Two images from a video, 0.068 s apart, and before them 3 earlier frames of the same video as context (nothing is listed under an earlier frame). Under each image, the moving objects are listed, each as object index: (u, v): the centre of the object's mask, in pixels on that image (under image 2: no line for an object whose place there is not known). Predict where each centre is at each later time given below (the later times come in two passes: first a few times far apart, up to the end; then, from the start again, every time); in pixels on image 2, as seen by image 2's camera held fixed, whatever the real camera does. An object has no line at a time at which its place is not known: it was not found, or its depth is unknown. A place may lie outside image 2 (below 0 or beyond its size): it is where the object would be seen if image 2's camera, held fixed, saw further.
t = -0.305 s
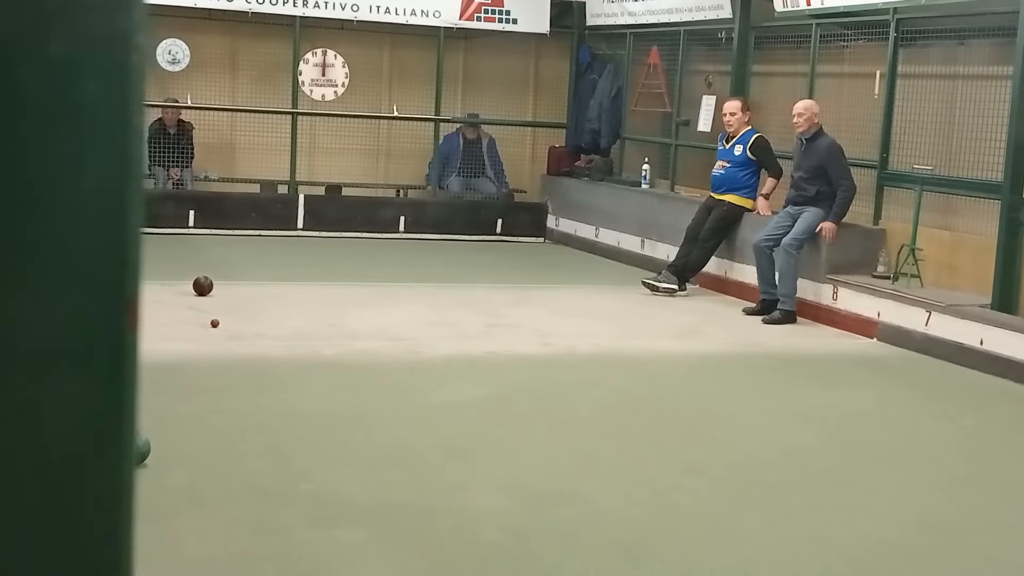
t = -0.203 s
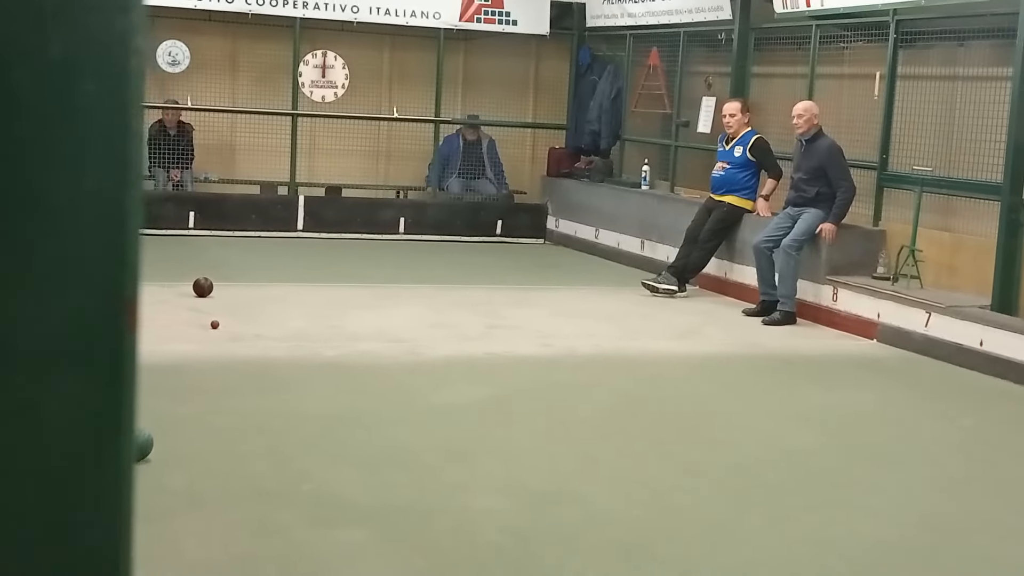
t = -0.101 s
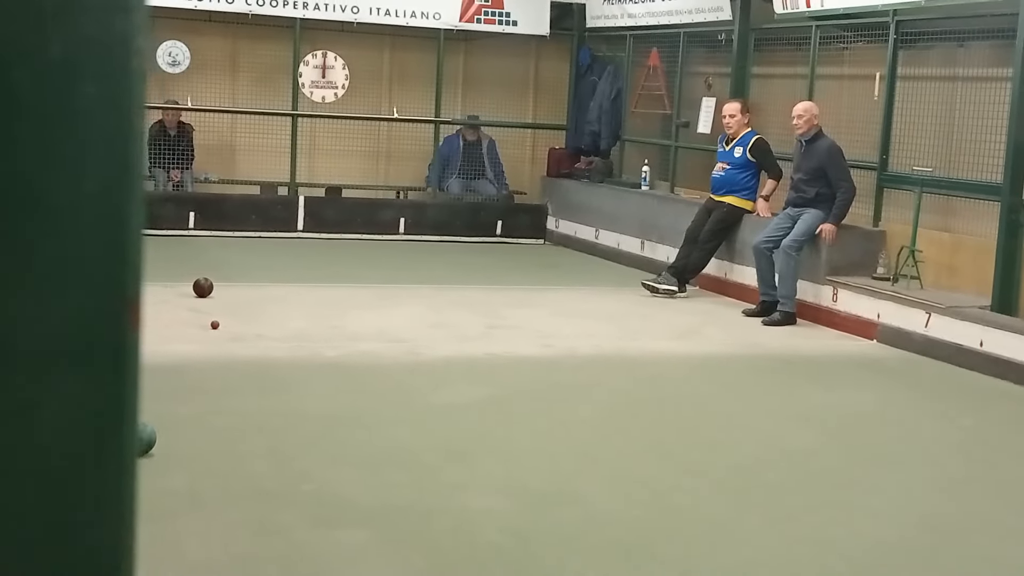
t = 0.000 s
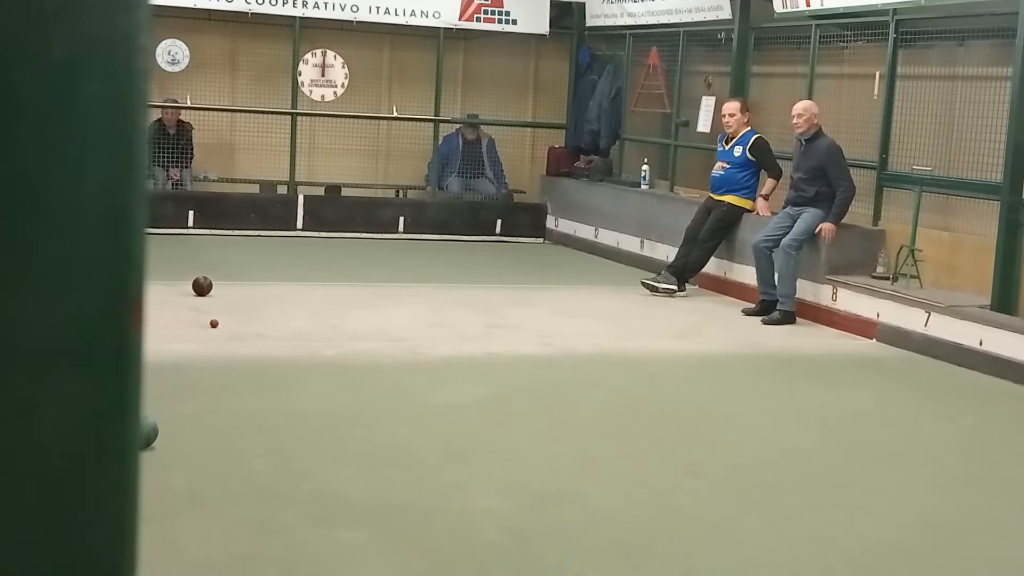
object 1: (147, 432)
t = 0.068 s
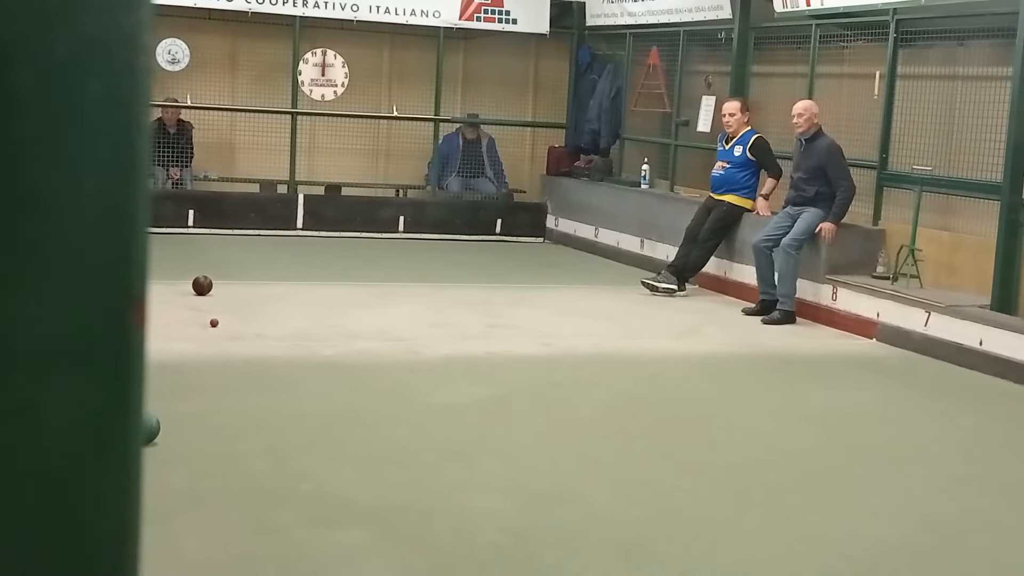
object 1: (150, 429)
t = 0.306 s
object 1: (152, 417)
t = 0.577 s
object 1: (158, 406)
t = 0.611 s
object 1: (159, 405)
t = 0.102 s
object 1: (150, 427)
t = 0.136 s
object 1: (151, 426)
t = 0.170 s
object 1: (152, 424)
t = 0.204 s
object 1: (152, 423)
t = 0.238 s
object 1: (153, 420)
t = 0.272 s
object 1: (153, 419)
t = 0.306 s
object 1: (152, 417)
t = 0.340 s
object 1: (153, 415)
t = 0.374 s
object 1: (154, 414)
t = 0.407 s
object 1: (154, 412)
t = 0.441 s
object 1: (154, 411)
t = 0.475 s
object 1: (156, 410)
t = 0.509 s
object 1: (156, 408)
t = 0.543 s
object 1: (158, 407)
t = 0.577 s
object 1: (158, 406)
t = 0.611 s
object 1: (159, 405)
